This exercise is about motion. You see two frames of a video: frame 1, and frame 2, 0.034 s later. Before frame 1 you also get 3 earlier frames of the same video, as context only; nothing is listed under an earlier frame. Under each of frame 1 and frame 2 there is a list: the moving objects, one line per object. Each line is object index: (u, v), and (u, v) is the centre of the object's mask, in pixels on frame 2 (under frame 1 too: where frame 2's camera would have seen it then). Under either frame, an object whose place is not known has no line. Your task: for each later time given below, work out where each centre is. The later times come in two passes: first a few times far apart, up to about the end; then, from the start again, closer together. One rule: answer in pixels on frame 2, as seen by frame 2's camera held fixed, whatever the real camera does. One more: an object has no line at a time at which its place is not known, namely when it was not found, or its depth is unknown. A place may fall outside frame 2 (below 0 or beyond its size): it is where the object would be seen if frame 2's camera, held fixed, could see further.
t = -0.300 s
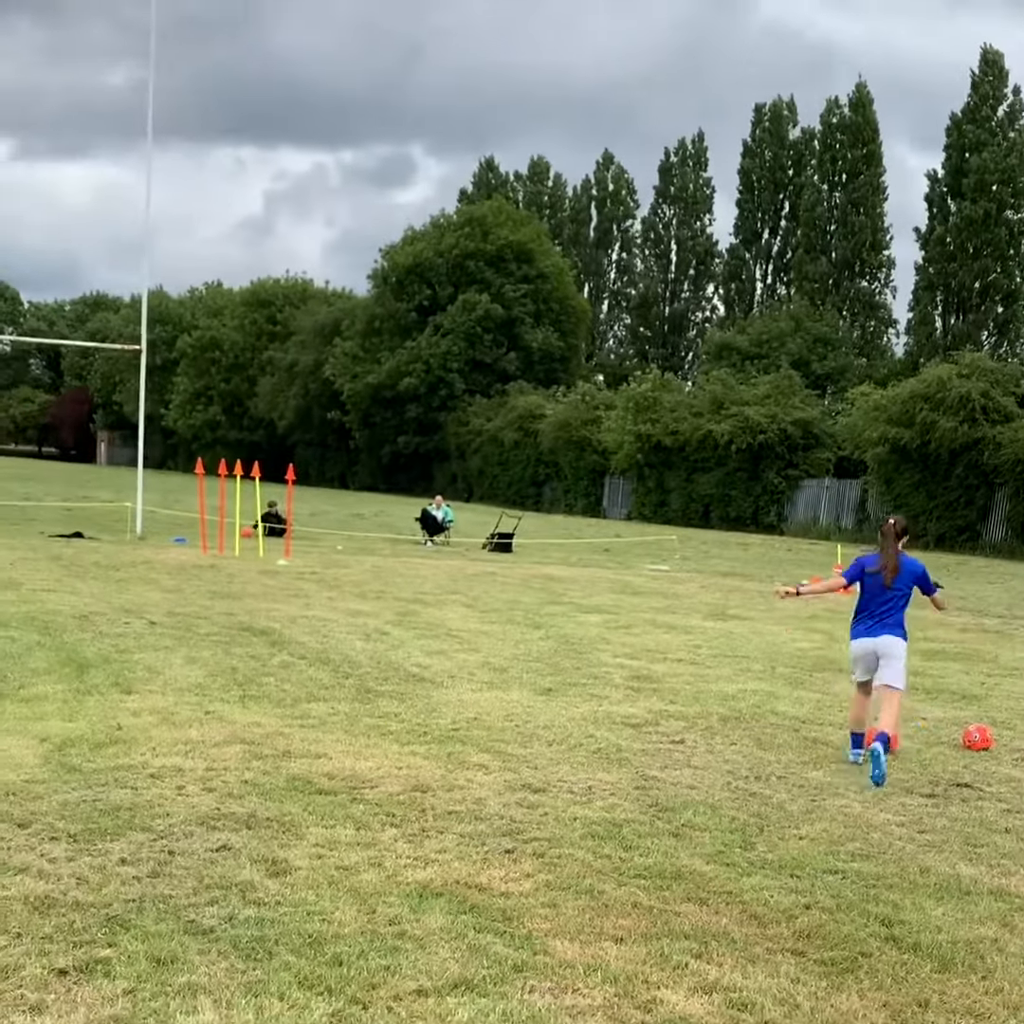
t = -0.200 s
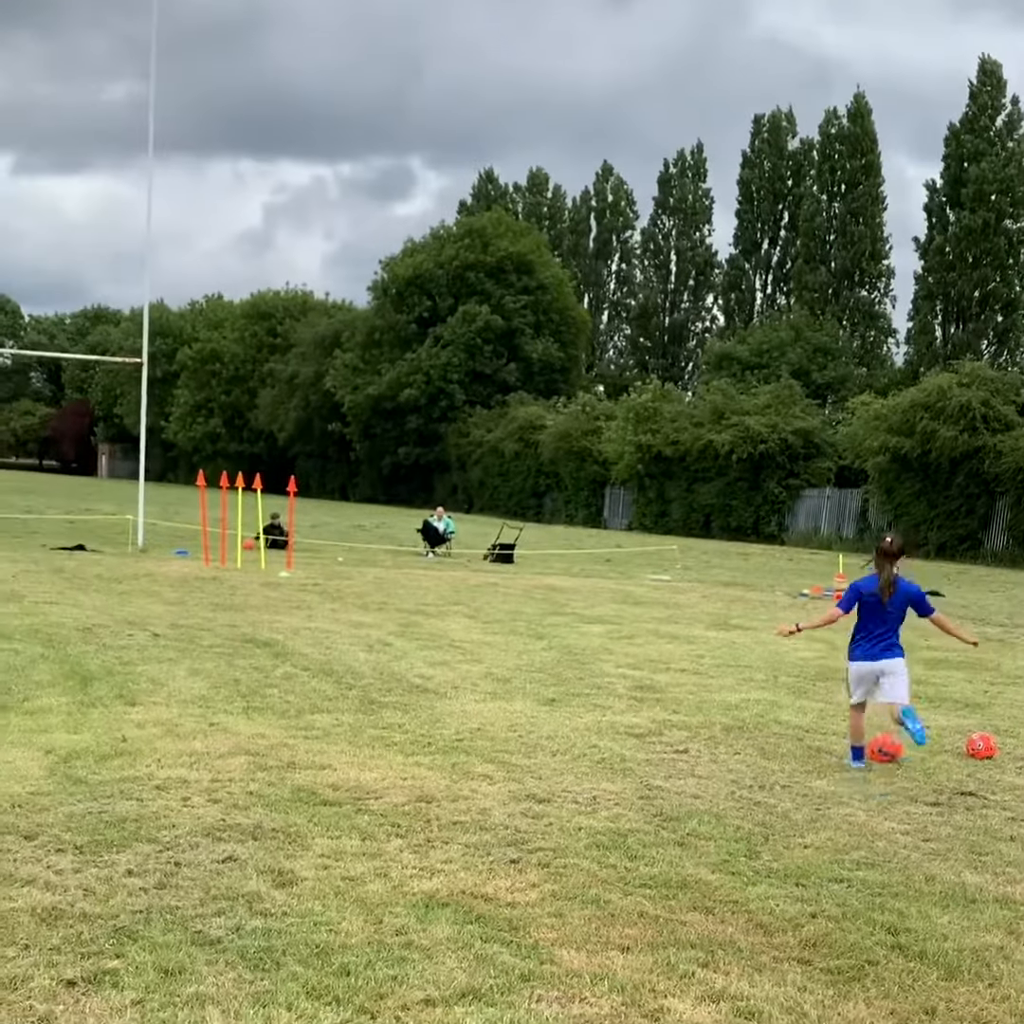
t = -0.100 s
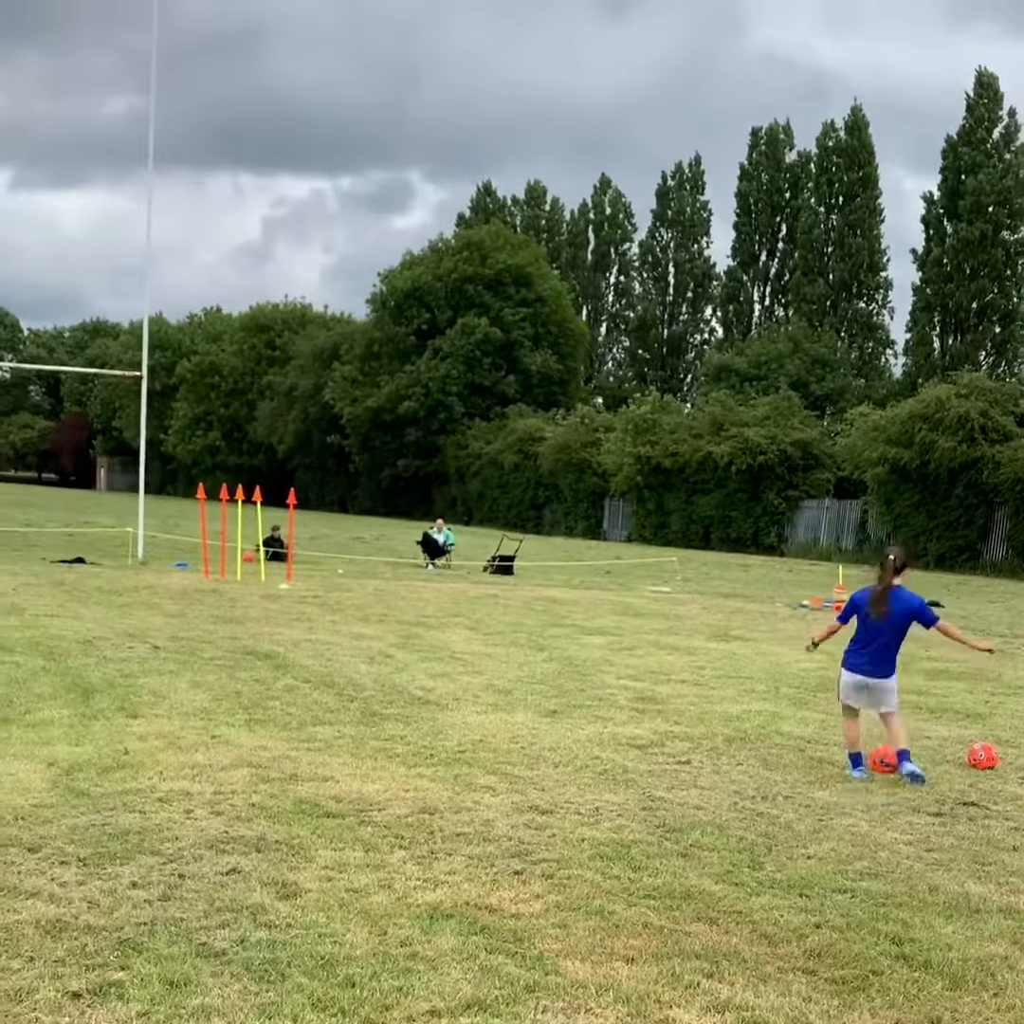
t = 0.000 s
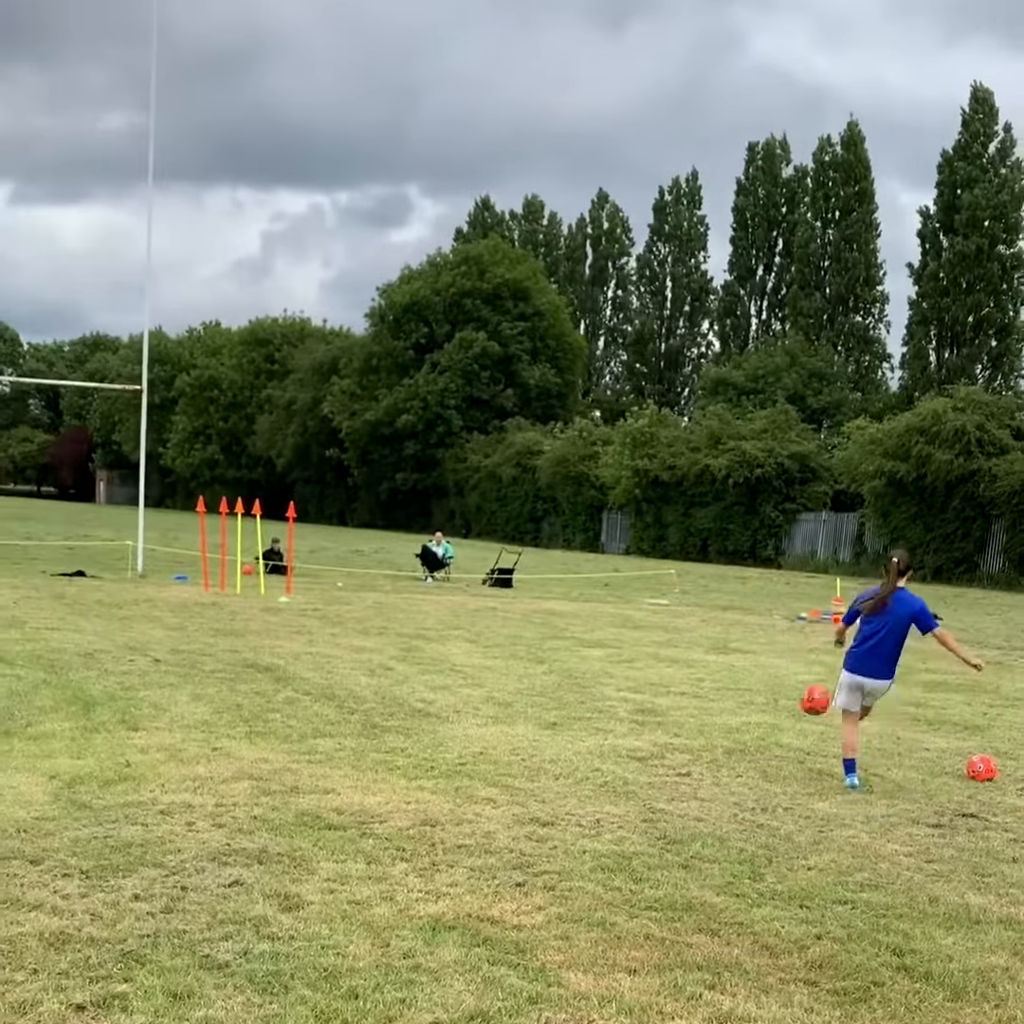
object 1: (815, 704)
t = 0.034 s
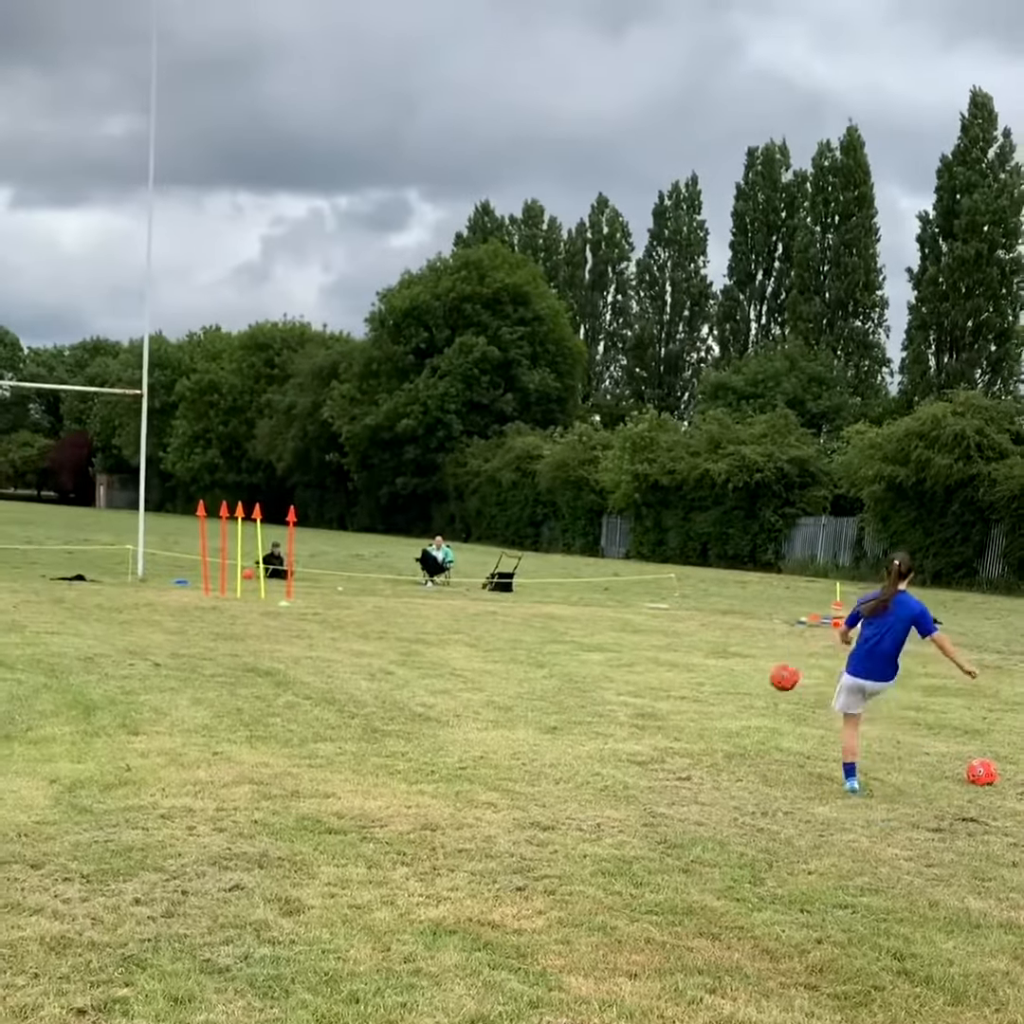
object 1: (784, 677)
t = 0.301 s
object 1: (592, 561)
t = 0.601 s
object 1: (445, 559)
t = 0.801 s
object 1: (368, 597)
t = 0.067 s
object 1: (755, 653)
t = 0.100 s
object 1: (728, 632)
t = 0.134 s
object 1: (702, 615)
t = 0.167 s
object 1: (680, 600)
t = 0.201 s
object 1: (656, 587)
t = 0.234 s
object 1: (634, 577)
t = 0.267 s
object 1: (614, 567)
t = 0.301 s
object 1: (592, 561)
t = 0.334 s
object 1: (574, 556)
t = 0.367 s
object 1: (556, 552)
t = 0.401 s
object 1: (538, 549)
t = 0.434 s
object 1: (521, 548)
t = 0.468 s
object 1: (505, 548)
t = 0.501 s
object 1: (488, 550)
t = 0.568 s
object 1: (460, 556)
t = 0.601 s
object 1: (445, 559)
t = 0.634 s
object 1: (431, 563)
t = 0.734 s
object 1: (392, 581)
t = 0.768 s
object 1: (380, 589)
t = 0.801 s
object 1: (368, 597)
